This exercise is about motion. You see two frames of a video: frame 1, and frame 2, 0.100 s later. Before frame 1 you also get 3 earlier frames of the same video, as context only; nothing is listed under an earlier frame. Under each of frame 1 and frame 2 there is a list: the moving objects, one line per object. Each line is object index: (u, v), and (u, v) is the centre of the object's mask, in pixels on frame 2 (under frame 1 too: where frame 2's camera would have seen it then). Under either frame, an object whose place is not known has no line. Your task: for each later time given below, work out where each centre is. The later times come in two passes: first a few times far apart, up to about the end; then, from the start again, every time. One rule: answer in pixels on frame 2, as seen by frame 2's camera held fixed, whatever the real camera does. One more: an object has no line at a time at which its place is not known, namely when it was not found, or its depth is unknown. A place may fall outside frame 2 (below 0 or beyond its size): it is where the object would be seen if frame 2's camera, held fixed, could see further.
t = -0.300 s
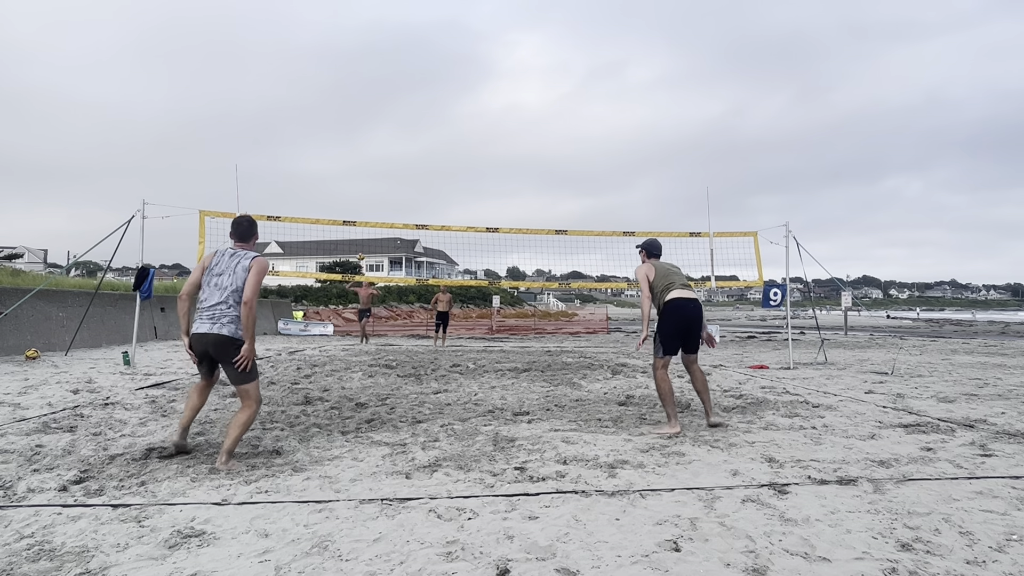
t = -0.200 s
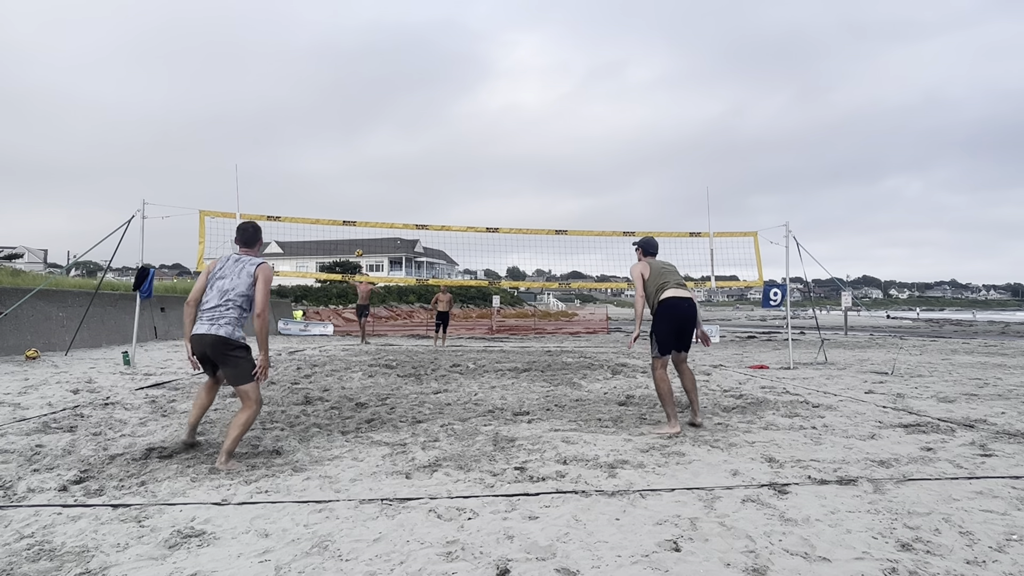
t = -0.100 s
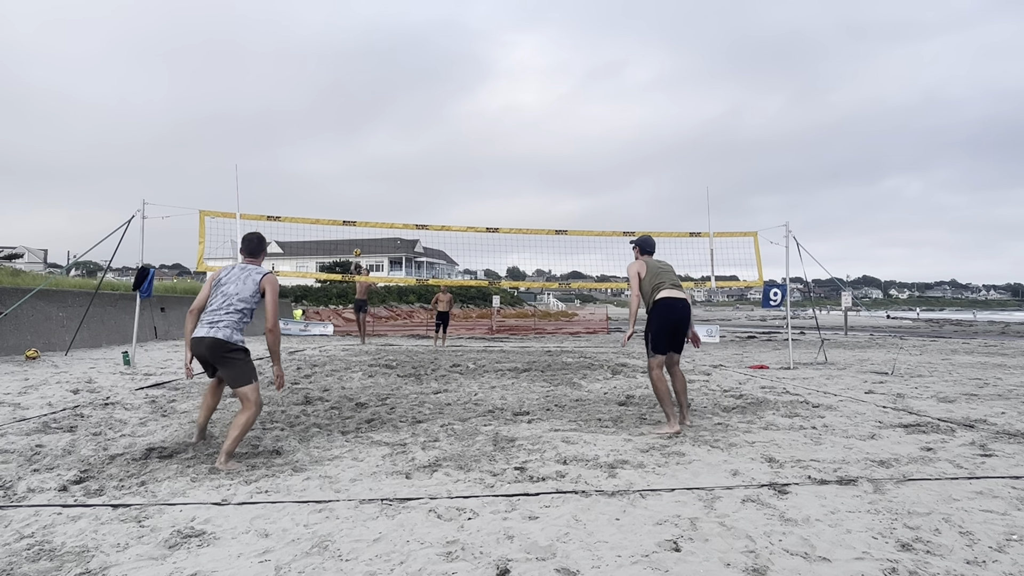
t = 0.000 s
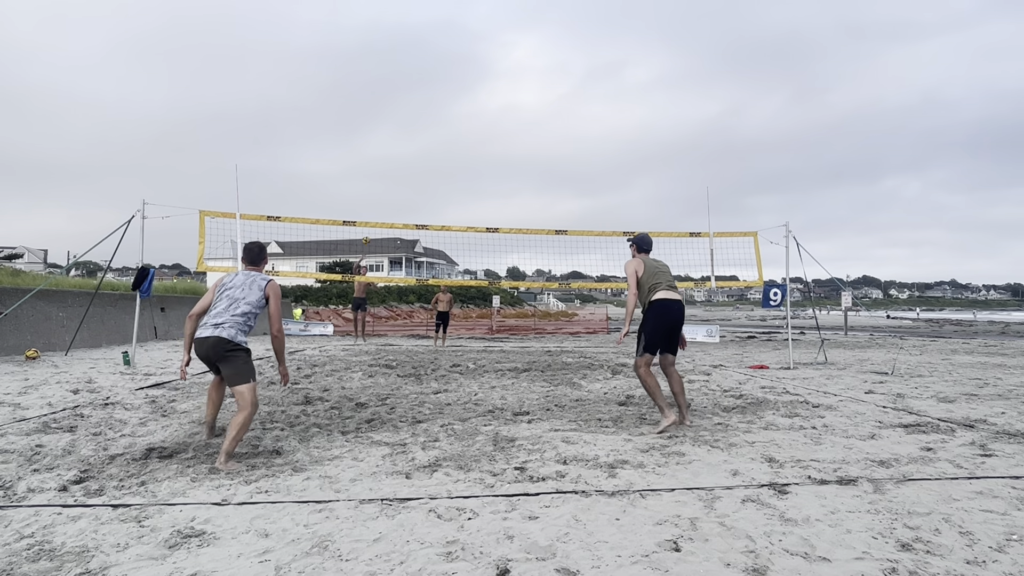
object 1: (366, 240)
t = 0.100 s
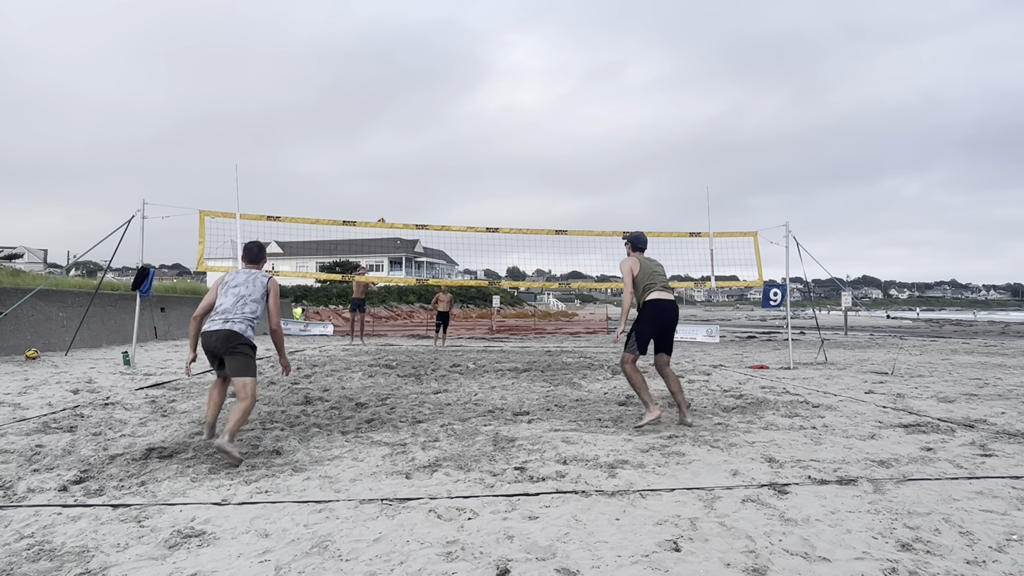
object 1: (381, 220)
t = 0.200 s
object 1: (397, 204)
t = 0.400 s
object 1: (429, 175)
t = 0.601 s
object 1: (465, 158)
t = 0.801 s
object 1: (507, 161)
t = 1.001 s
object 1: (551, 193)
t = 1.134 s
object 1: (583, 236)
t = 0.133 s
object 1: (386, 216)
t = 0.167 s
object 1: (391, 210)
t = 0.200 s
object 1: (397, 204)
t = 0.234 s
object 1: (402, 198)
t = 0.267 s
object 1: (407, 193)
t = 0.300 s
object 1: (413, 188)
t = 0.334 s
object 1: (418, 184)
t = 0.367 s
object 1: (424, 179)
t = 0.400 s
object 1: (429, 175)
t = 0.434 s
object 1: (435, 171)
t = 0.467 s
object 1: (441, 168)
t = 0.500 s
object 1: (446, 165)
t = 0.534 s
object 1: (452, 162)
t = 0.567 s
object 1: (458, 160)
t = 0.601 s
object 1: (465, 158)
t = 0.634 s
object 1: (471, 157)
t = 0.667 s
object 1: (478, 156)
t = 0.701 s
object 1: (485, 156)
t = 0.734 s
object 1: (492, 157)
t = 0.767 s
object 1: (499, 159)
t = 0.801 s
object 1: (507, 161)
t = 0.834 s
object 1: (514, 164)
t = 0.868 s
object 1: (521, 168)
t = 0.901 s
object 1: (529, 173)
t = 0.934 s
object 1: (536, 178)
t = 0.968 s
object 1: (544, 185)
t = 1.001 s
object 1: (551, 193)
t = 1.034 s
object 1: (559, 201)
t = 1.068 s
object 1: (567, 211)
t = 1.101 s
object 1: (575, 223)
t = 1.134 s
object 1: (583, 236)
